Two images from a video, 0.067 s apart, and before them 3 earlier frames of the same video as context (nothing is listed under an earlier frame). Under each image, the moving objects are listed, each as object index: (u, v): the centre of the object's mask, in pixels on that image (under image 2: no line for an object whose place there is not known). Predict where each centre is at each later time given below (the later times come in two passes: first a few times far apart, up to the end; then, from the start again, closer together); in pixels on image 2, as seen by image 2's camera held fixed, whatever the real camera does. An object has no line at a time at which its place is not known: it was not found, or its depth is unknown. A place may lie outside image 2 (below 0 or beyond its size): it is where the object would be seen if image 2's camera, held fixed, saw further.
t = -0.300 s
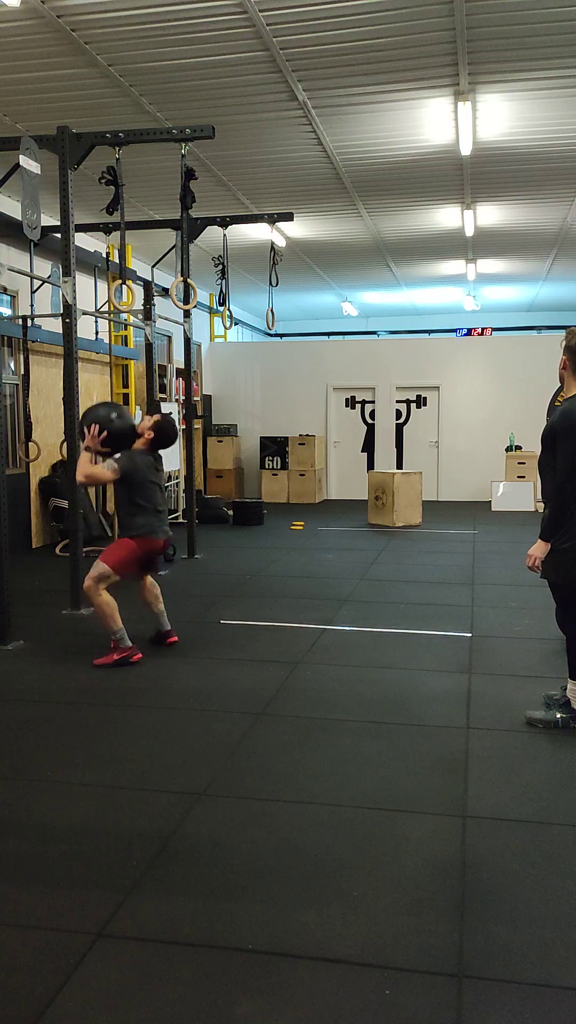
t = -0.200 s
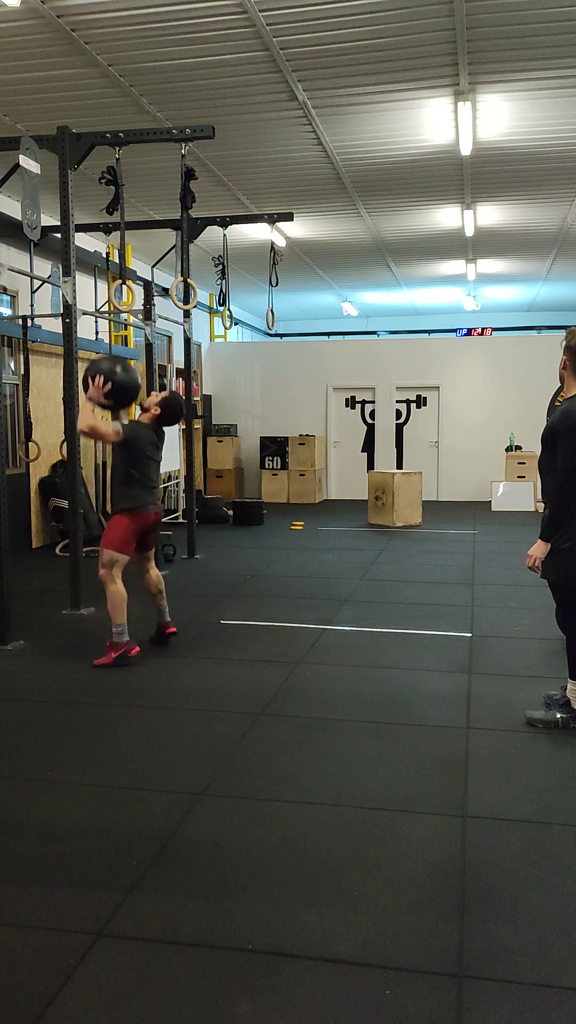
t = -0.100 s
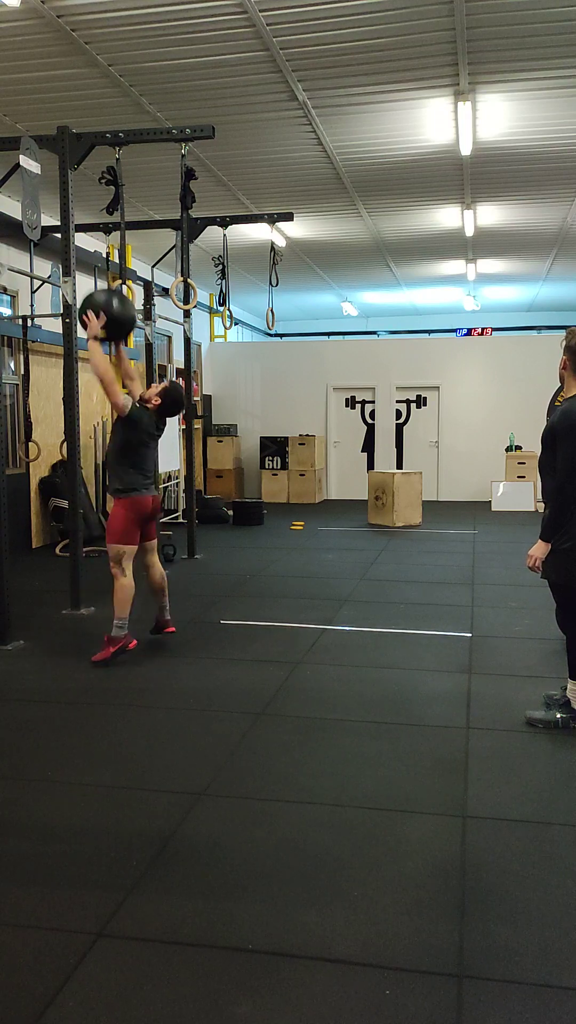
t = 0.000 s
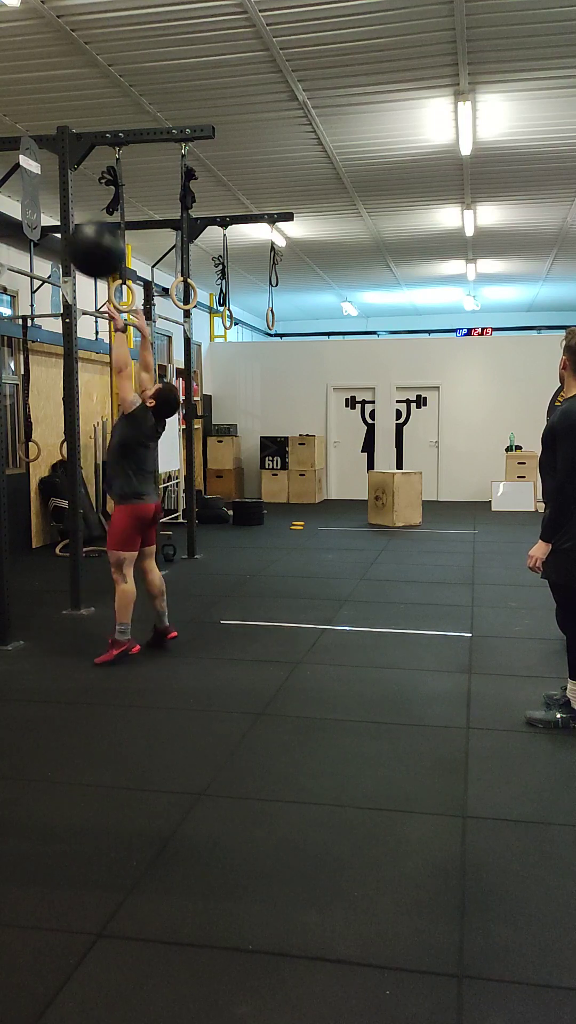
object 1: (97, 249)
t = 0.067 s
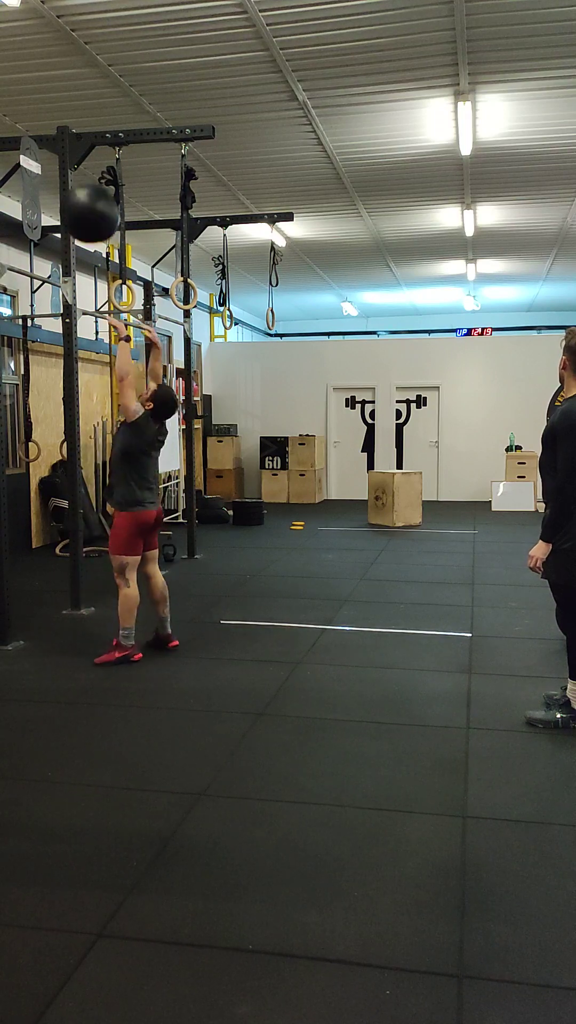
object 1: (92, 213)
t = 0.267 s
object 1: (69, 152)
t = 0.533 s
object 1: (54, 168)
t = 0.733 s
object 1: (71, 245)
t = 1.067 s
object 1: (99, 512)
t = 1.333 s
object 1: (110, 593)
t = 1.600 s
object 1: (113, 595)
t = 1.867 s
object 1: (116, 622)
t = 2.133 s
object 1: (118, 629)
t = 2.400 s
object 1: (119, 630)
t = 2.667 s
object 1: (119, 630)
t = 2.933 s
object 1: (119, 630)
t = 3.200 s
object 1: (119, 630)
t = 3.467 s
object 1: (119, 630)
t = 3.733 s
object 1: (119, 630)
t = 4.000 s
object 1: (119, 630)
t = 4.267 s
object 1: (119, 630)
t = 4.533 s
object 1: (119, 630)
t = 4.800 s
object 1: (119, 630)
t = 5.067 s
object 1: (119, 630)
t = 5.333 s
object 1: (119, 630)
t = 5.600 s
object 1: (119, 630)
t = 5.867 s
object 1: (119, 630)
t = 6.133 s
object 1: (119, 630)
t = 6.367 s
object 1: (119, 630)
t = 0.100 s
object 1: (86, 199)
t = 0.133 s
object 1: (82, 185)
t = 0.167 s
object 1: (79, 174)
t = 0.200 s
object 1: (75, 165)
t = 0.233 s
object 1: (72, 158)
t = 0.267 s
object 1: (69, 152)
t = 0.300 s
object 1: (66, 148)
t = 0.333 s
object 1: (63, 147)
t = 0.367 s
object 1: (59, 147)
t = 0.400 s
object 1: (56, 148)
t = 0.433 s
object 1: (54, 152)
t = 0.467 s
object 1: (53, 156)
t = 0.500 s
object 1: (52, 164)
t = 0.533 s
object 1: (54, 168)
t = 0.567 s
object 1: (57, 177)
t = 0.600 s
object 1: (60, 187)
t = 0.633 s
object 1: (63, 197)
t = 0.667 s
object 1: (66, 211)
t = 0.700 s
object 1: (68, 227)
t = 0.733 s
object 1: (71, 245)
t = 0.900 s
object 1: (84, 358)
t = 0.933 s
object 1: (87, 384)
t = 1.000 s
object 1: (93, 444)
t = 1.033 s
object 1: (96, 477)
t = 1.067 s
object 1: (99, 512)
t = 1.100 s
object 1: (102, 544)
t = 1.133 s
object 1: (105, 584)
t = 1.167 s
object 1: (108, 622)
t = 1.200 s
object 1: (108, 632)
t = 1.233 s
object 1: (108, 621)
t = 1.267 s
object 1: (109, 610)
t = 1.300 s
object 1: (110, 601)
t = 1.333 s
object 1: (110, 593)
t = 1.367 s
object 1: (110, 587)
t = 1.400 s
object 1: (110, 583)
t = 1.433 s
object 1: (111, 581)
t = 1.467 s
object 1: (111, 580)
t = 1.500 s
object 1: (111, 581)
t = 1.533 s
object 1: (112, 584)
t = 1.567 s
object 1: (113, 589)
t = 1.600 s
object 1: (113, 595)
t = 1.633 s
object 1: (114, 603)
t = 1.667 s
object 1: (114, 613)
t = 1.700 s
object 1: (116, 624)
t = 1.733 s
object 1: (115, 635)
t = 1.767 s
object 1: (114, 633)
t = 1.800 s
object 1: (116, 629)
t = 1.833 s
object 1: (116, 624)
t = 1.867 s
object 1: (116, 622)
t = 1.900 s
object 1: (116, 621)
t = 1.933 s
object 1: (116, 621)
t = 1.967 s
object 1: (117, 625)
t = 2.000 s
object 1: (117, 630)
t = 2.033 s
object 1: (117, 632)
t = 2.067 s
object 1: (117, 632)
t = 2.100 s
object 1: (118, 630)
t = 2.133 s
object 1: (118, 629)
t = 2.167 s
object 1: (118, 629)
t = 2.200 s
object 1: (118, 630)
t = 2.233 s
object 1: (118, 631)
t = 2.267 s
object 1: (118, 630)
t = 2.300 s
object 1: (119, 630)
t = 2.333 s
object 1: (119, 630)
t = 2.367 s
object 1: (119, 630)
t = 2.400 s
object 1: (119, 630)
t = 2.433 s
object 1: (119, 630)
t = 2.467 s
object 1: (119, 630)
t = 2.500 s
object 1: (119, 630)
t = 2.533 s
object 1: (119, 630)
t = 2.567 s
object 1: (119, 630)
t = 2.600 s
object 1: (119, 630)
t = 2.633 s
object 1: (119, 630)
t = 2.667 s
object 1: (119, 630)
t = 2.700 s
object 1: (119, 630)
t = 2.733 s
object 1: (119, 630)
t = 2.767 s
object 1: (119, 630)
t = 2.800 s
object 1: (119, 630)
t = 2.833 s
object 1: (119, 630)
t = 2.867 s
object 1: (119, 630)
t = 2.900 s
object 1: (119, 630)
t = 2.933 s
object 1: (119, 630)
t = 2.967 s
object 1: (119, 630)
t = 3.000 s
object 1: (119, 630)
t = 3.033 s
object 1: (119, 630)
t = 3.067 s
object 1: (119, 630)
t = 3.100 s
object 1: (119, 630)
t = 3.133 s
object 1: (119, 630)
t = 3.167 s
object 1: (119, 630)
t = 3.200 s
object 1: (119, 630)
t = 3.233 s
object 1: (119, 630)
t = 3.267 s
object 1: (119, 630)
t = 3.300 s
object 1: (119, 630)
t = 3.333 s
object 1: (119, 630)
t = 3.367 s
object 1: (119, 630)
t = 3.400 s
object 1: (119, 630)
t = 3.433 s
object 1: (119, 630)
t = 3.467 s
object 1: (119, 630)
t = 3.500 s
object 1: (119, 630)
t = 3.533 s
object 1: (119, 630)
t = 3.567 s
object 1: (119, 630)
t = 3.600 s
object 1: (119, 630)
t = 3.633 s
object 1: (119, 630)
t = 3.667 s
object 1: (119, 630)
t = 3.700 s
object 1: (119, 630)
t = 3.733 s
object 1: (119, 630)
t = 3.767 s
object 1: (119, 630)
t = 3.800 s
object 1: (119, 630)
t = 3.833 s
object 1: (119, 630)
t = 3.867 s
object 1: (119, 630)
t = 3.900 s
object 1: (119, 630)
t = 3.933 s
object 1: (119, 630)
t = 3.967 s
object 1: (119, 630)
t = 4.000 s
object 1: (119, 630)
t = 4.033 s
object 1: (119, 630)
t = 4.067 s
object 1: (119, 630)
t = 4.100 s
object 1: (119, 630)
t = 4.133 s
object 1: (119, 630)
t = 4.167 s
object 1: (119, 630)
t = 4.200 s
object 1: (119, 630)
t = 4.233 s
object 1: (119, 630)
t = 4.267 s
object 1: (119, 630)
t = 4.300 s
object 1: (119, 630)
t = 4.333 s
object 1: (119, 630)
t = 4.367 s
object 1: (119, 630)
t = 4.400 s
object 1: (119, 630)
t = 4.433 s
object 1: (119, 630)
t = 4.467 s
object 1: (119, 630)
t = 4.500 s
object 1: (119, 630)
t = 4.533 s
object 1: (119, 630)
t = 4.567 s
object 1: (119, 630)
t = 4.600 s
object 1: (119, 630)
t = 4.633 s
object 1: (119, 630)
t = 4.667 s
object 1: (119, 630)
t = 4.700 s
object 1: (119, 630)
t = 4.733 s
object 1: (119, 630)
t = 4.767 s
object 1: (119, 630)
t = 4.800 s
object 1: (119, 630)
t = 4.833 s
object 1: (119, 630)
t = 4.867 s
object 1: (119, 630)
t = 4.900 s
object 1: (119, 630)
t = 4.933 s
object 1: (119, 630)
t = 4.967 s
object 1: (119, 630)
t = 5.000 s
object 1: (119, 630)
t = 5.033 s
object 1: (119, 630)
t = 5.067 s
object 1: (119, 630)
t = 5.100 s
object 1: (119, 630)
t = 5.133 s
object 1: (119, 630)
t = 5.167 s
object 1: (119, 630)
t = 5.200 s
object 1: (119, 630)
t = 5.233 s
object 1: (119, 630)
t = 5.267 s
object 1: (119, 630)
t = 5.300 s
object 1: (119, 630)
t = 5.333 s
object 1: (119, 630)
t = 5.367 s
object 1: (119, 630)
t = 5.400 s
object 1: (119, 630)
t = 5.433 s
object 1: (119, 630)
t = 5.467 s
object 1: (119, 630)
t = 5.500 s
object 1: (119, 630)
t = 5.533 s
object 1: (119, 630)
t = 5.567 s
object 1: (119, 630)
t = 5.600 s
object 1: (119, 630)
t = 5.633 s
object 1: (119, 630)
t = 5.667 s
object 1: (119, 630)
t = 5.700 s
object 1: (119, 630)
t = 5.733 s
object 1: (119, 630)
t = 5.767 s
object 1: (119, 630)
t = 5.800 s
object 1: (119, 630)
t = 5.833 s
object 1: (119, 630)
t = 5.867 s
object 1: (119, 630)
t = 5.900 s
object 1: (119, 630)
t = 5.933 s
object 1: (119, 630)
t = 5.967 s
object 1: (119, 630)
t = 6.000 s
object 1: (119, 630)
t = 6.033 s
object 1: (119, 630)
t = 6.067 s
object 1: (119, 630)
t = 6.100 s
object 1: (119, 630)
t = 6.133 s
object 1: (119, 630)
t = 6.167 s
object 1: (119, 630)
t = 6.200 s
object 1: (119, 630)
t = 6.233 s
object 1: (119, 630)
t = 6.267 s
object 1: (119, 630)
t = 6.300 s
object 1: (119, 630)
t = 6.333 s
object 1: (119, 630)
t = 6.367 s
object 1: (119, 630)
